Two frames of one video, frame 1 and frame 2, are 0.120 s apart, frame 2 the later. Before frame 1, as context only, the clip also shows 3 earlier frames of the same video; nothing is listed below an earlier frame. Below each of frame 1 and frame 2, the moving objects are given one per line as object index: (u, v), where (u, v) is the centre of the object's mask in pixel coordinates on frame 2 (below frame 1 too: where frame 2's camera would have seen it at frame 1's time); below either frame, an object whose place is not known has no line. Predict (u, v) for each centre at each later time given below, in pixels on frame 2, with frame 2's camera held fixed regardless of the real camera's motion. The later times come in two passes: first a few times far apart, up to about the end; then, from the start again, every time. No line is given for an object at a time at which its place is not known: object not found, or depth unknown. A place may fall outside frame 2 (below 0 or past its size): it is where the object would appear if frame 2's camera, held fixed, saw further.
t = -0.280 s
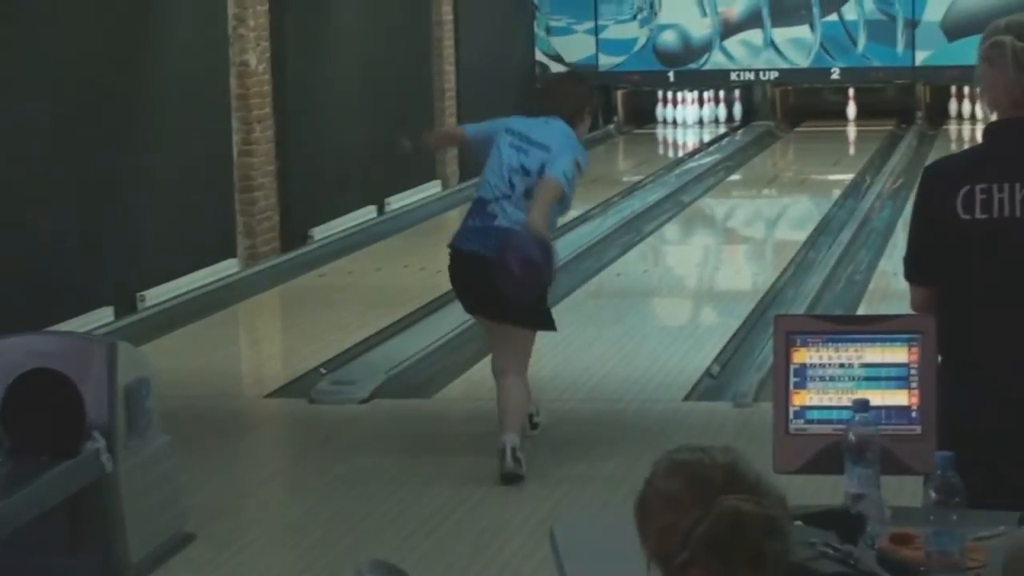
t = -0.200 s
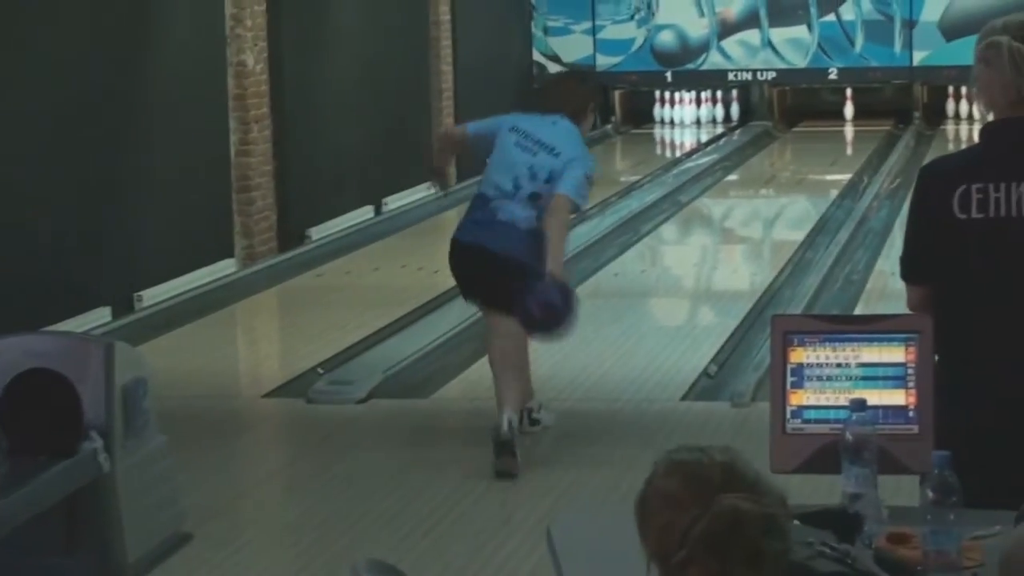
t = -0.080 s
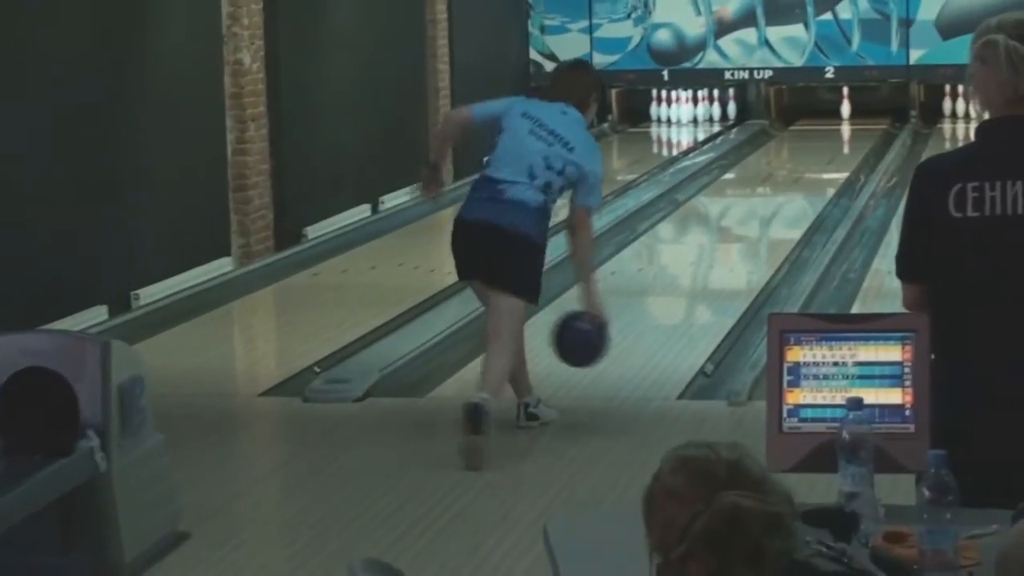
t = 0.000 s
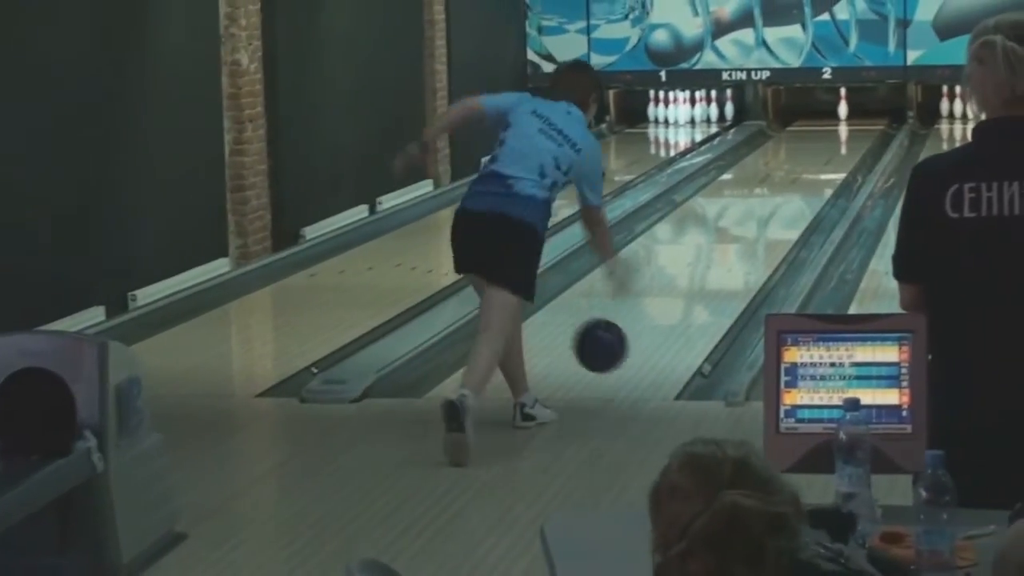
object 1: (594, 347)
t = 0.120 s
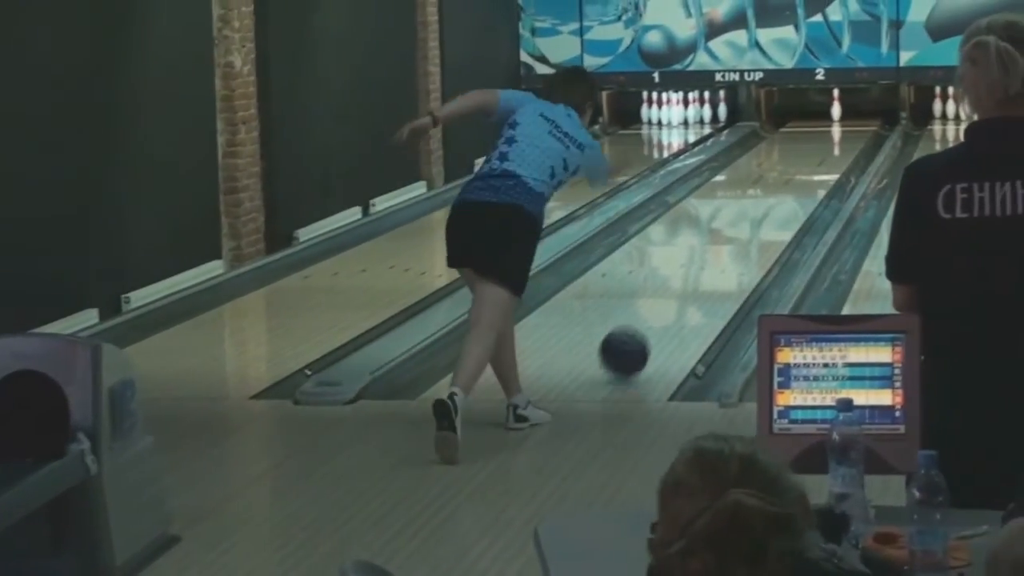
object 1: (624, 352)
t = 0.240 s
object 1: (649, 331)
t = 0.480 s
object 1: (690, 290)
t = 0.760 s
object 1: (726, 252)
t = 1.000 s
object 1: (751, 226)
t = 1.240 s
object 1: (771, 204)
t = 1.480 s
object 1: (788, 186)
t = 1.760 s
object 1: (805, 168)
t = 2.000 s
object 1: (816, 156)
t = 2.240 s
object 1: (824, 145)
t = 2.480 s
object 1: (831, 135)
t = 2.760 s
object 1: (835, 126)
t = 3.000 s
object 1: (836, 119)
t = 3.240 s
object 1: (835, 113)
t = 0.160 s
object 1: (633, 342)
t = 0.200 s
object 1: (641, 336)
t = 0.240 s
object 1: (649, 331)
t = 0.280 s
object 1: (657, 324)
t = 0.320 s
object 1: (664, 317)
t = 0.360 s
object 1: (671, 309)
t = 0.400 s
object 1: (678, 302)
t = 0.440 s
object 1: (683, 296)
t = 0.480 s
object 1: (690, 290)
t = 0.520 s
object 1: (696, 284)
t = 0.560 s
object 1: (701, 278)
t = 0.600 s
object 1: (707, 272)
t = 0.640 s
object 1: (712, 267)
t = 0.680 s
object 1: (717, 262)
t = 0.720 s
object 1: (722, 256)
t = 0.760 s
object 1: (726, 252)
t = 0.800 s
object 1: (731, 247)
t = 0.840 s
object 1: (735, 243)
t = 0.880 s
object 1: (740, 238)
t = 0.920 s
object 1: (744, 234)
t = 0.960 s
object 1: (748, 230)
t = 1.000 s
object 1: (751, 226)
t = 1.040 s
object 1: (755, 222)
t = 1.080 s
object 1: (759, 218)
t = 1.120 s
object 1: (762, 214)
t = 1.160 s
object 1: (765, 211)
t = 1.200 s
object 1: (769, 207)
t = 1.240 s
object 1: (771, 204)
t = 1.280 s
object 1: (774, 201)
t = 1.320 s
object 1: (777, 198)
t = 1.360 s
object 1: (780, 194)
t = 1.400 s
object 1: (783, 192)
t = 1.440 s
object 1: (786, 189)
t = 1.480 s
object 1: (788, 186)
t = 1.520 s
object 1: (791, 183)
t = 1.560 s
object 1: (793, 181)
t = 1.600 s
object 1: (795, 178)
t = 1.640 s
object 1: (798, 176)
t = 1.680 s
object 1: (800, 173)
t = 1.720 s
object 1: (802, 171)
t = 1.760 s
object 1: (805, 168)
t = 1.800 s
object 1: (807, 166)
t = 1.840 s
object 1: (809, 164)
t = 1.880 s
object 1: (811, 162)
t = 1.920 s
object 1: (812, 160)
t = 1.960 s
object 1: (814, 158)
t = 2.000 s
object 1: (816, 156)
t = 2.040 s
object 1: (818, 155)
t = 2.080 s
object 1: (819, 152)
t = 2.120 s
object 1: (821, 150)
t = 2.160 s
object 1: (822, 147)
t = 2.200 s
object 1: (823, 146)
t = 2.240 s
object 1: (824, 145)
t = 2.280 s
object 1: (826, 143)
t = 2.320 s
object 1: (827, 142)
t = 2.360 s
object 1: (828, 140)
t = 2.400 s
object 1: (829, 138)
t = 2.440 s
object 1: (830, 137)
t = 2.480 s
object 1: (831, 135)
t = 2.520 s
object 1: (832, 134)
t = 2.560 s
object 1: (832, 133)
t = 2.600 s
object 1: (833, 131)
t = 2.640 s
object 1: (834, 130)
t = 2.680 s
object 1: (834, 129)
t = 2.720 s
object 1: (834, 127)
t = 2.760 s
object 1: (835, 126)
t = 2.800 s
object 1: (835, 125)
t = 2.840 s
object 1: (835, 123)
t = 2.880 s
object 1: (836, 122)
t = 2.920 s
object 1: (836, 121)
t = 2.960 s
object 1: (836, 120)
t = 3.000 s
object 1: (836, 119)
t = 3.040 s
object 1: (836, 118)
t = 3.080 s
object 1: (836, 117)
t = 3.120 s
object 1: (836, 116)
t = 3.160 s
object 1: (835, 115)
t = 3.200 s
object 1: (835, 115)
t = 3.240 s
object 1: (835, 113)
